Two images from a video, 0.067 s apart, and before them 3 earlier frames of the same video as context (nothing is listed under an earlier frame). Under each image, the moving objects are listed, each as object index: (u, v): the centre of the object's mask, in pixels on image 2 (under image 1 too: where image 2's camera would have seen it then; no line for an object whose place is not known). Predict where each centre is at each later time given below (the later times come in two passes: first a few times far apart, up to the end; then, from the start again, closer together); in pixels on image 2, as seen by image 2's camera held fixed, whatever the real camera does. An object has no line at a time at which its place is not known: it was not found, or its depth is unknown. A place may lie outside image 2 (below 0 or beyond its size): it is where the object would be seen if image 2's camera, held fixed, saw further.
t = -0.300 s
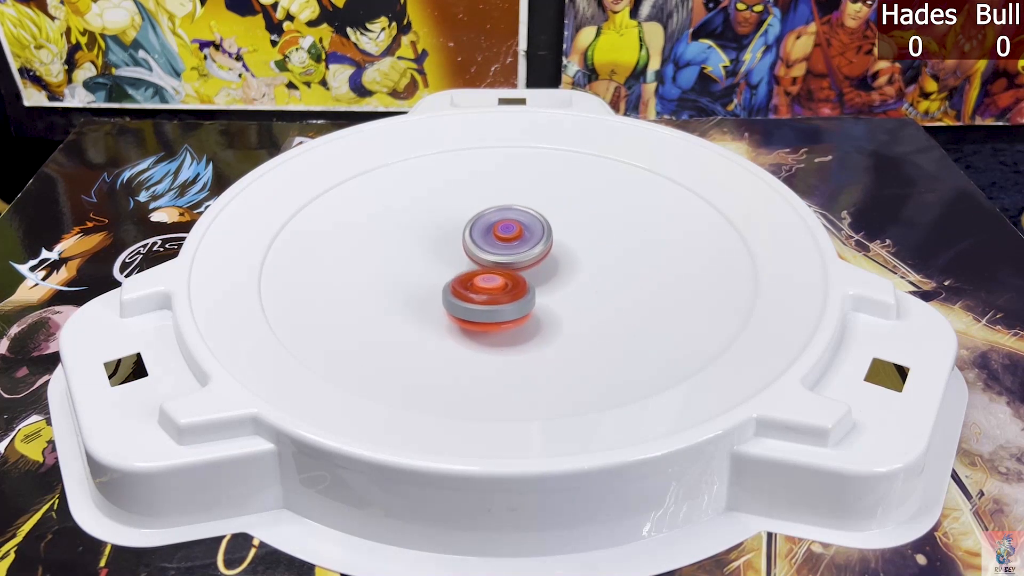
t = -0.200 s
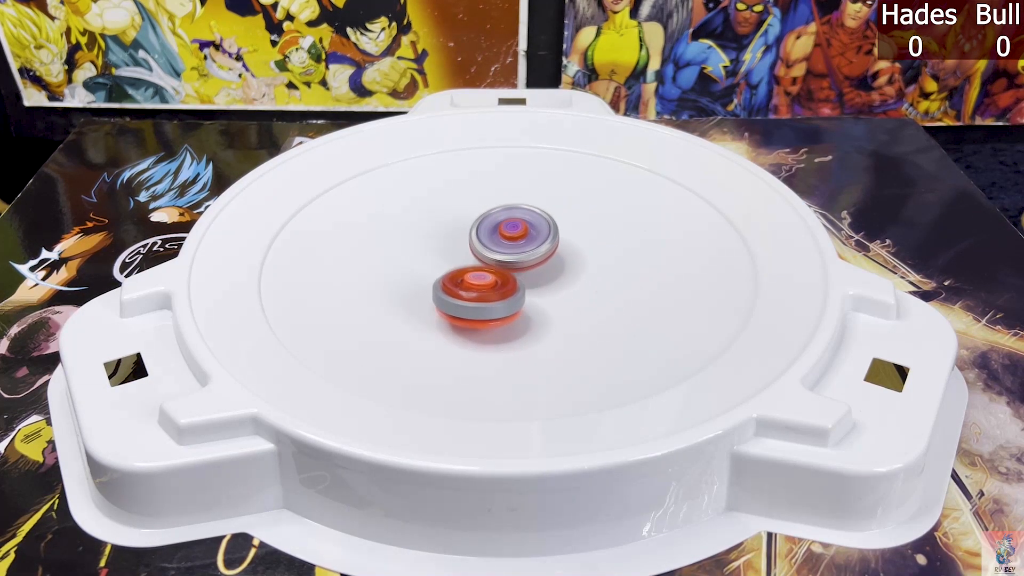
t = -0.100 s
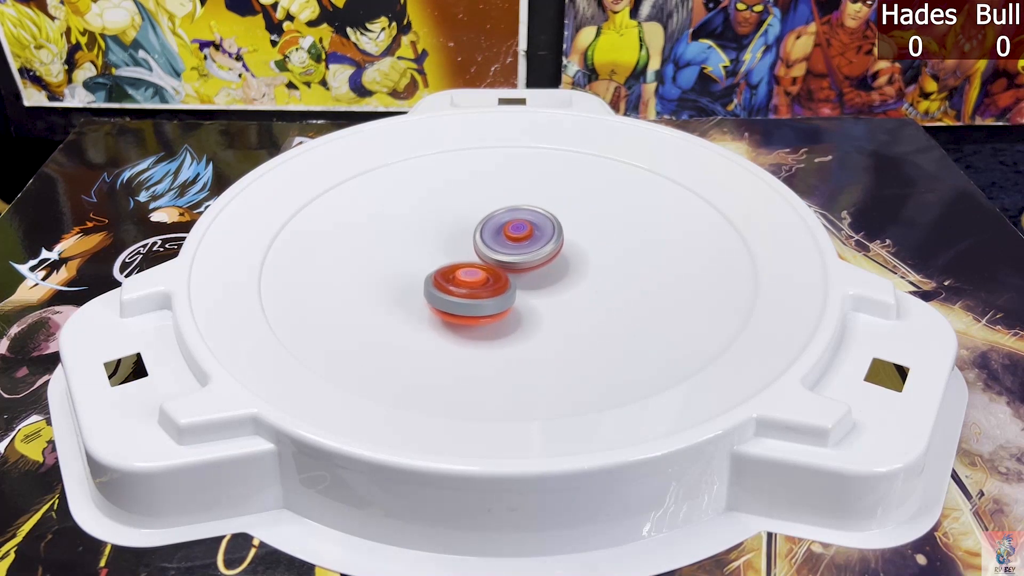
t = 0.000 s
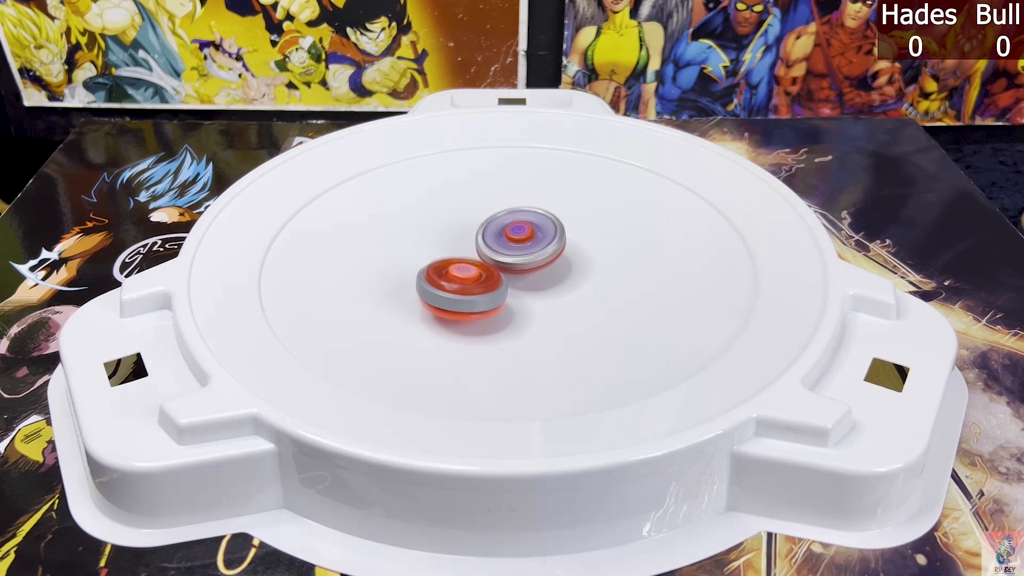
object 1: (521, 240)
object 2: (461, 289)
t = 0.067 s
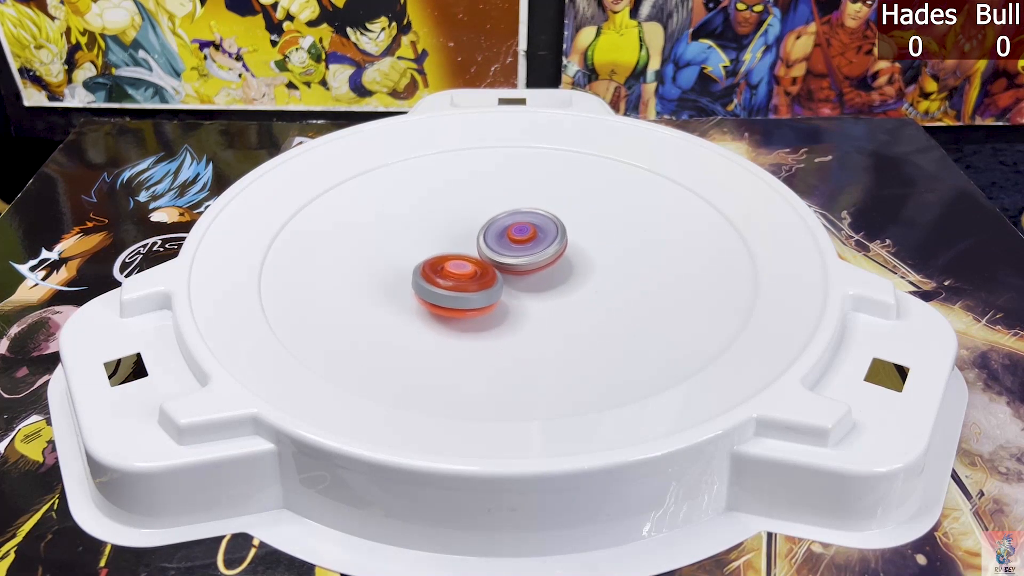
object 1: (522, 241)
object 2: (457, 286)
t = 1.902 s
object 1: (499, 277)
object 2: (544, 229)
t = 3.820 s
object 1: (506, 239)
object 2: (482, 296)
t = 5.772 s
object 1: (525, 278)
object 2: (516, 224)
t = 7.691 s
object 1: (499, 270)
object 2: (496, 210)
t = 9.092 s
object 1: (569, 275)
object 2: (405, 256)
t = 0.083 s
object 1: (523, 241)
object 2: (456, 285)
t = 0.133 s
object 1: (524, 242)
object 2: (453, 282)
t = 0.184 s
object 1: (526, 243)
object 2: (451, 279)
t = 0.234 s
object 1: (528, 245)
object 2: (448, 276)
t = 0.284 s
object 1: (529, 245)
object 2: (446, 273)
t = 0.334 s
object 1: (530, 247)
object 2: (445, 270)
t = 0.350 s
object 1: (531, 247)
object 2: (444, 269)
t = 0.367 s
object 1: (532, 247)
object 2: (443, 268)
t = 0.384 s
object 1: (532, 248)
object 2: (443, 267)
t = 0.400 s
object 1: (533, 248)
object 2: (443, 266)
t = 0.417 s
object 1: (533, 248)
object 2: (442, 265)
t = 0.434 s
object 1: (533, 249)
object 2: (442, 264)
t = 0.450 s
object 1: (534, 249)
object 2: (442, 263)
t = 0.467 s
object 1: (534, 249)
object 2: (442, 262)
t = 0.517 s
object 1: (534, 251)
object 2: (442, 259)
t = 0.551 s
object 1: (536, 251)
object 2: (441, 257)
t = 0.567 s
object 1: (537, 252)
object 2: (441, 256)
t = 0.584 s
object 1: (538, 252)
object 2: (440, 255)
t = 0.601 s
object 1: (539, 253)
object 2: (441, 254)
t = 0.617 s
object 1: (539, 253)
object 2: (441, 253)
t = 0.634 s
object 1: (539, 254)
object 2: (441, 252)
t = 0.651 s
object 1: (540, 254)
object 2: (441, 251)
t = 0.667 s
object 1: (540, 255)
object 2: (442, 250)
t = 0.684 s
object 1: (540, 255)
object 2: (442, 249)
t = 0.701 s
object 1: (540, 256)
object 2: (443, 249)
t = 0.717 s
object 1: (540, 256)
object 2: (443, 248)
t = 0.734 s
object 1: (539, 257)
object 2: (444, 247)
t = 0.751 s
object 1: (539, 257)
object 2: (444, 246)
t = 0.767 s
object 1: (539, 257)
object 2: (445, 245)
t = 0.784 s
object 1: (539, 258)
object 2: (446, 244)
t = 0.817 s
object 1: (538, 259)
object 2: (447, 243)
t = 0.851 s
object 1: (538, 259)
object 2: (449, 241)
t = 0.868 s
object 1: (537, 259)
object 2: (450, 241)
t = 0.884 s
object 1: (537, 259)
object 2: (451, 240)
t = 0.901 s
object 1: (536, 260)
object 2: (452, 239)
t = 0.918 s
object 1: (536, 260)
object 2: (453, 238)
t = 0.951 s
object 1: (535, 261)
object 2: (455, 238)
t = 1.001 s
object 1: (534, 262)
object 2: (458, 237)
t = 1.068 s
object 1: (532, 264)
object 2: (462, 234)
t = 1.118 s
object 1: (531, 265)
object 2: (465, 232)
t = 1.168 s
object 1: (530, 267)
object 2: (469, 230)
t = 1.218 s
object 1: (528, 269)
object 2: (473, 229)
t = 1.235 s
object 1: (528, 270)
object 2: (474, 228)
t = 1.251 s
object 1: (527, 270)
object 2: (476, 227)
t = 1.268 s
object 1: (527, 271)
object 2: (477, 227)
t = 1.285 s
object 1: (526, 271)
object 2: (479, 226)
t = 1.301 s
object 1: (525, 271)
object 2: (481, 226)
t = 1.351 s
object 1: (523, 272)
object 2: (485, 224)
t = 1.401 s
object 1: (522, 273)
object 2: (490, 224)
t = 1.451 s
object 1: (520, 274)
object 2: (495, 223)
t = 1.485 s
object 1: (519, 275)
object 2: (499, 222)
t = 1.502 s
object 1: (518, 275)
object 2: (500, 222)
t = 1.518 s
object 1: (518, 276)
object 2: (502, 222)
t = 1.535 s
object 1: (517, 276)
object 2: (504, 222)
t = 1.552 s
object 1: (517, 276)
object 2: (506, 222)
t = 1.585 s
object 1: (515, 276)
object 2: (509, 222)
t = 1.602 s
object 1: (514, 276)
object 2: (511, 222)
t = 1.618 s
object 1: (514, 277)
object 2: (513, 222)
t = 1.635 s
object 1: (513, 277)
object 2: (515, 222)
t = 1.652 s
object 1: (512, 277)
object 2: (517, 223)
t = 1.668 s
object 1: (511, 277)
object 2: (519, 223)
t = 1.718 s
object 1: (509, 277)
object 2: (524, 224)
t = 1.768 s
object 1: (506, 277)
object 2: (530, 225)
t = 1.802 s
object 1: (505, 277)
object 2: (534, 226)
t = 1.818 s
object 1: (504, 277)
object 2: (535, 226)
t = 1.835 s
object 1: (503, 277)
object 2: (537, 227)
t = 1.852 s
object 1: (502, 277)
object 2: (539, 227)
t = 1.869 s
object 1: (501, 277)
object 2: (540, 228)
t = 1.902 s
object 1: (499, 277)
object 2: (544, 229)
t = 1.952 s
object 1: (497, 276)
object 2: (548, 231)
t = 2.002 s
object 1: (495, 275)
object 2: (551, 233)
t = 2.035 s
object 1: (492, 275)
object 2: (554, 235)
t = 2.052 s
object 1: (491, 275)
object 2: (555, 235)
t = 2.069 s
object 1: (489, 275)
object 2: (557, 236)
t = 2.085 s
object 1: (488, 274)
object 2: (558, 237)
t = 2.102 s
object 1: (486, 274)
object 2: (558, 238)
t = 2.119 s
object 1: (485, 274)
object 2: (559, 239)
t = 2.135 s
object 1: (484, 274)
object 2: (560, 239)
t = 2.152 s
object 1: (484, 273)
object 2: (561, 240)
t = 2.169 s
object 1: (483, 273)
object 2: (562, 241)
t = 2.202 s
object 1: (482, 272)
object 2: (563, 242)
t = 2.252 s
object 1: (482, 270)
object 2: (566, 245)
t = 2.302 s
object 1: (482, 269)
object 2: (568, 247)
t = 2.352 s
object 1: (482, 268)
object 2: (569, 250)
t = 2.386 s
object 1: (483, 267)
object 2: (570, 252)
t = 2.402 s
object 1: (482, 267)
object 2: (570, 253)
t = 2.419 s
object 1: (481, 266)
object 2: (572, 254)
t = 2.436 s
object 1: (480, 266)
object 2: (572, 255)
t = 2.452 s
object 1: (479, 265)
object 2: (573, 256)
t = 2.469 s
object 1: (478, 265)
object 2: (573, 256)
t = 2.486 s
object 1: (477, 265)
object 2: (573, 257)
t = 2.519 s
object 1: (477, 264)
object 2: (573, 259)
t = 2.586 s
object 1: (476, 262)
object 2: (573, 263)
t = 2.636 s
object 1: (477, 261)
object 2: (572, 266)
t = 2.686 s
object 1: (477, 259)
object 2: (572, 269)
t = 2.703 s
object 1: (475, 259)
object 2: (573, 270)
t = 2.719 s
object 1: (474, 258)
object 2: (573, 271)
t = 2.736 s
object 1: (474, 257)
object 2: (573, 272)
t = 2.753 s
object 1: (473, 257)
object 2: (572, 273)
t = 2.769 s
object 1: (473, 256)
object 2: (572, 274)
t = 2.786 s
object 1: (473, 255)
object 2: (571, 275)
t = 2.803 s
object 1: (473, 255)
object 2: (570, 276)
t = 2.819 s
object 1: (473, 255)
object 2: (569, 277)
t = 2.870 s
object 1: (475, 254)
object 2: (567, 279)
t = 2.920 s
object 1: (477, 253)
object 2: (563, 282)
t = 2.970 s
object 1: (479, 252)
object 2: (560, 284)
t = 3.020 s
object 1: (480, 252)
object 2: (556, 287)
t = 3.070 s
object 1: (480, 250)
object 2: (555, 290)
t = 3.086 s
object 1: (480, 249)
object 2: (554, 291)
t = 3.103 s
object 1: (480, 249)
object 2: (553, 292)
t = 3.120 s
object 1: (480, 248)
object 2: (552, 292)
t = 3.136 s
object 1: (480, 248)
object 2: (550, 293)
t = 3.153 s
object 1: (481, 247)
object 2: (549, 294)
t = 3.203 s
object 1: (483, 247)
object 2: (544, 295)
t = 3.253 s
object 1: (484, 246)
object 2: (539, 296)
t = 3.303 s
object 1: (486, 246)
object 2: (534, 297)
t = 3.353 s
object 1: (488, 245)
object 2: (529, 298)
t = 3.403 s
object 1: (488, 242)
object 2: (526, 302)
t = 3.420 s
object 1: (489, 241)
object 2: (524, 302)
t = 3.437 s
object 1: (489, 241)
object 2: (522, 302)
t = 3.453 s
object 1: (490, 240)
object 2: (521, 303)
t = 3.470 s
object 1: (490, 240)
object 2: (519, 303)
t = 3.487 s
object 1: (491, 239)
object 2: (517, 303)
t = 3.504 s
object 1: (492, 239)
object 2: (516, 302)
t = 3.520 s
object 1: (492, 239)
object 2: (514, 302)
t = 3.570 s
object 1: (494, 239)
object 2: (509, 302)
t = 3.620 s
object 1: (497, 240)
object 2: (503, 301)
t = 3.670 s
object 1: (499, 240)
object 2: (498, 300)
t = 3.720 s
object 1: (501, 240)
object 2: (492, 299)
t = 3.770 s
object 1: (503, 239)
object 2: (486, 298)
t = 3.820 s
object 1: (506, 239)
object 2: (482, 296)
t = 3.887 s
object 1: (509, 239)
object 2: (476, 294)
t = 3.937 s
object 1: (512, 239)
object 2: (471, 293)
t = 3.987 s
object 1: (515, 239)
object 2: (466, 291)
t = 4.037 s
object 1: (517, 239)
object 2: (462, 288)
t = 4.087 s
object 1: (518, 240)
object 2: (458, 286)
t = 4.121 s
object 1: (520, 240)
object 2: (455, 285)
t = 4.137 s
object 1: (521, 240)
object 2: (453, 284)
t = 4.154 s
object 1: (522, 240)
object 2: (452, 284)
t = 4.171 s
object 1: (523, 240)
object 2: (452, 283)
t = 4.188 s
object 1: (524, 240)
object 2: (451, 282)
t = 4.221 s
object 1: (525, 241)
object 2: (450, 280)
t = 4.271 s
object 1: (525, 242)
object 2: (448, 277)
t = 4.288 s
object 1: (525, 242)
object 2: (448, 276)
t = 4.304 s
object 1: (526, 243)
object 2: (447, 275)
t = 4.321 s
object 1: (529, 242)
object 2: (443, 275)
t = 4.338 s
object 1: (532, 241)
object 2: (439, 275)
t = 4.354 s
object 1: (535, 241)
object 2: (437, 274)
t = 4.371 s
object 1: (537, 241)
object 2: (436, 273)
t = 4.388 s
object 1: (538, 241)
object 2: (436, 272)
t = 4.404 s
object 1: (539, 241)
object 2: (435, 271)
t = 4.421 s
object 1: (541, 242)
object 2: (435, 271)
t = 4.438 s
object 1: (541, 242)
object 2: (435, 270)
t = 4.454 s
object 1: (541, 242)
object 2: (435, 269)
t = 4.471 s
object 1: (542, 243)
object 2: (435, 268)
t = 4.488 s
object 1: (542, 243)
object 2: (435, 267)
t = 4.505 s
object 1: (541, 244)
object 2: (435, 266)
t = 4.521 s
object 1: (541, 245)
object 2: (435, 265)
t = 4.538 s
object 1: (540, 245)
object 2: (436, 265)
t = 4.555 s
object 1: (540, 245)
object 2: (436, 264)
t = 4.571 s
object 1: (539, 246)
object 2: (437, 263)
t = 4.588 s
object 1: (538, 246)
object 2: (437, 262)
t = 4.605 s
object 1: (537, 247)
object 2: (437, 261)
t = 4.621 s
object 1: (537, 247)
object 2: (438, 260)
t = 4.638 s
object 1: (536, 247)
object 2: (439, 259)
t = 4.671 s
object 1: (535, 248)
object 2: (440, 257)
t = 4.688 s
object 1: (534, 248)
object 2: (441, 257)
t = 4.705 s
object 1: (534, 249)
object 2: (442, 256)
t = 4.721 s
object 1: (534, 249)
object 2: (442, 255)
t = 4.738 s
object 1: (535, 249)
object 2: (443, 254)
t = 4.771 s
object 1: (536, 250)
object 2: (443, 252)
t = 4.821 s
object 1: (538, 251)
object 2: (446, 249)
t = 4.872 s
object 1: (539, 253)
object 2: (449, 247)
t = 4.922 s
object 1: (545, 255)
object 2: (448, 243)
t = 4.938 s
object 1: (546, 256)
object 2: (448, 243)
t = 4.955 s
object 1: (547, 257)
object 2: (449, 242)
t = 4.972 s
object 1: (548, 257)
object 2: (450, 241)
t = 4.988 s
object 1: (548, 258)
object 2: (451, 241)
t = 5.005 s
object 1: (548, 258)
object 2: (453, 241)
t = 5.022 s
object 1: (548, 259)
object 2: (454, 240)
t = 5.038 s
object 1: (547, 260)
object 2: (455, 240)
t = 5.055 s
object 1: (547, 260)
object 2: (456, 239)
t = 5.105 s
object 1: (544, 261)
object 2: (460, 238)
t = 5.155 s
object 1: (542, 262)
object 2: (464, 237)
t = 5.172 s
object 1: (541, 263)
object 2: (466, 238)
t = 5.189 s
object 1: (540, 263)
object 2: (467, 237)
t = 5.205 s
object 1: (540, 264)
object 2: (468, 237)
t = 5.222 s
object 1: (540, 264)
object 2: (469, 236)
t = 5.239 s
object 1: (540, 265)
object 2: (470, 235)
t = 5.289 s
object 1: (539, 266)
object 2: (474, 234)
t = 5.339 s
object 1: (538, 268)
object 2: (478, 232)
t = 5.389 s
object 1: (537, 270)
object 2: (482, 230)
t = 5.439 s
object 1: (536, 271)
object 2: (487, 228)
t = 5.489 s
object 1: (534, 273)
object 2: (492, 227)
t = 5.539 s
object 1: (534, 276)
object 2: (496, 225)
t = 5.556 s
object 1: (534, 277)
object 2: (497, 225)
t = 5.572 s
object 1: (533, 278)
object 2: (499, 224)
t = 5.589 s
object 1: (533, 278)
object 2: (500, 224)
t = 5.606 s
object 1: (532, 279)
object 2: (502, 224)
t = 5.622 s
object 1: (531, 279)
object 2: (503, 224)
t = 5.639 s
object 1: (530, 279)
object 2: (505, 224)
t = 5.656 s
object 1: (530, 279)
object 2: (506, 224)
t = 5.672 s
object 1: (529, 279)
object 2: (507, 224)
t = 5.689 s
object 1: (528, 279)
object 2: (509, 224)
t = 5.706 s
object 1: (527, 279)
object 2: (510, 224)
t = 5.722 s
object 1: (527, 279)
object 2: (512, 224)
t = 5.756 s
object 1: (526, 278)
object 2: (514, 224)
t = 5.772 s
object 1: (525, 278)
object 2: (516, 224)
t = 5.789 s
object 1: (525, 278)
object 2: (517, 225)
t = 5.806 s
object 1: (524, 278)
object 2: (519, 225)
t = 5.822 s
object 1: (523, 284)
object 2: (521, 222)
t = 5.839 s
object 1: (522, 288)
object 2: (523, 218)
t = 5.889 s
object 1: (516, 300)
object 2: (528, 205)
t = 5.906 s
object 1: (514, 302)
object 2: (529, 203)
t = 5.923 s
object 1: (513, 303)
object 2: (530, 203)
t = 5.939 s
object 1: (511, 305)
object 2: (530, 202)
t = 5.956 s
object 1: (509, 305)
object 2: (531, 202)
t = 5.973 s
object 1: (508, 306)
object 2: (531, 203)
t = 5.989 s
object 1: (507, 305)
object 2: (531, 203)
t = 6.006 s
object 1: (506, 305)
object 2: (531, 204)
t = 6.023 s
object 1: (505, 304)
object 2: (531, 205)
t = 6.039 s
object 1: (505, 304)
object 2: (531, 205)
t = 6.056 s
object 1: (505, 303)
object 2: (531, 206)
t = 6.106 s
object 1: (504, 299)
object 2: (531, 209)
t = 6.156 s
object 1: (504, 296)
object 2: (532, 213)
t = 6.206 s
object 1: (504, 293)
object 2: (532, 217)
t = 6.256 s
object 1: (504, 289)
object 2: (532, 221)
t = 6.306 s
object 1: (504, 286)
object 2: (532, 225)
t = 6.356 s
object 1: (503, 283)
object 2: (533, 228)
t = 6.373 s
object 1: (504, 282)
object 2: (534, 229)
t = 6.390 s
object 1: (504, 281)
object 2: (534, 229)
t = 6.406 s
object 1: (503, 280)
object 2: (535, 230)
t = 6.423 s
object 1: (502, 282)
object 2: (536, 230)
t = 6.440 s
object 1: (497, 286)
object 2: (539, 227)
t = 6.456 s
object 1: (493, 289)
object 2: (543, 224)
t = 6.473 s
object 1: (489, 291)
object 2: (546, 221)
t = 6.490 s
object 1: (486, 293)
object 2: (548, 218)
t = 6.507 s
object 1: (483, 294)
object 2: (550, 216)
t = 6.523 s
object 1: (481, 294)
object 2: (551, 216)
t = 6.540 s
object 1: (479, 294)
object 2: (551, 216)
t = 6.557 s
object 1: (477, 294)
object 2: (550, 217)
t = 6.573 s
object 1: (476, 294)
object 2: (549, 218)
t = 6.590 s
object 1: (475, 294)
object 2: (548, 219)
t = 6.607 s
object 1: (474, 293)
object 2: (547, 220)
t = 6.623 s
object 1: (474, 292)
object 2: (546, 221)
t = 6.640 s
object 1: (474, 291)
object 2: (545, 222)
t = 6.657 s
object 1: (474, 290)
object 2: (544, 223)
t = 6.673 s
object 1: (474, 289)
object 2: (543, 224)
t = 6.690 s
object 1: (474, 288)
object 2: (542, 225)
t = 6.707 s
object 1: (475, 287)
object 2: (540, 226)
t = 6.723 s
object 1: (476, 286)
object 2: (539, 227)
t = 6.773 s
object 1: (478, 282)
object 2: (536, 231)
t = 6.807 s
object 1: (480, 280)
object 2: (534, 232)
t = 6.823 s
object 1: (481, 279)
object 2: (534, 233)
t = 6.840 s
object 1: (482, 278)
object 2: (533, 234)
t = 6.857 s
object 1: (482, 277)
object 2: (533, 234)
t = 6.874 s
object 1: (471, 283)
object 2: (541, 229)
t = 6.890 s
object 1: (459, 290)
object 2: (554, 218)
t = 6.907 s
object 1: (447, 296)
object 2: (565, 208)
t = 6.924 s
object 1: (436, 301)
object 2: (575, 199)
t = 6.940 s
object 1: (426, 305)
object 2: (584, 192)
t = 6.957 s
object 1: (418, 309)
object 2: (591, 184)
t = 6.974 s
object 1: (410, 312)
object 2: (597, 178)
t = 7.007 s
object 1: (400, 316)
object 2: (605, 169)
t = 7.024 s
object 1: (398, 316)
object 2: (606, 167)
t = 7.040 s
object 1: (397, 317)
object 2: (606, 165)
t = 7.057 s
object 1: (397, 317)
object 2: (605, 165)
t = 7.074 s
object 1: (398, 316)
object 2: (603, 165)
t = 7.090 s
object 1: (400, 316)
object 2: (600, 165)
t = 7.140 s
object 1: (410, 313)
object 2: (589, 167)
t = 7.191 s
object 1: (422, 309)
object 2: (579, 170)
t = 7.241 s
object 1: (435, 305)
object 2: (567, 175)
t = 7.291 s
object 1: (448, 299)
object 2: (556, 180)
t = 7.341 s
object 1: (460, 293)
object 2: (545, 187)
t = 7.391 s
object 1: (469, 287)
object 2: (535, 193)
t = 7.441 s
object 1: (476, 281)
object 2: (526, 199)
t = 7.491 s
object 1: (483, 276)
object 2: (518, 204)
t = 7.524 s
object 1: (487, 273)
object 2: (514, 208)
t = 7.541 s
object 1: (489, 271)
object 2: (511, 209)
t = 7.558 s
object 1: (490, 270)
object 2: (510, 210)
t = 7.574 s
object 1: (492, 269)
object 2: (508, 210)
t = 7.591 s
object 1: (494, 267)
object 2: (506, 211)
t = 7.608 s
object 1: (495, 266)
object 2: (504, 211)
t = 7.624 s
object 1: (497, 265)
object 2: (502, 212)
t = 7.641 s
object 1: (498, 265)
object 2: (501, 211)
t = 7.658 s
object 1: (498, 267)
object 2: (499, 210)
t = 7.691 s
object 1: (499, 270)
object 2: (496, 210)
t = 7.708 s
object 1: (499, 270)
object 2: (494, 210)
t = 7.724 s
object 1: (500, 271)
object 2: (492, 211)
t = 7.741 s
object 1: (500, 271)
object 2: (490, 211)
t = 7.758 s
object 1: (501, 271)
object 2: (488, 212)
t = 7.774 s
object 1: (502, 270)
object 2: (486, 213)
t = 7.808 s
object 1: (503, 270)
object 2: (481, 214)
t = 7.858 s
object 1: (506, 269)
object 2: (474, 217)
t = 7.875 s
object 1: (506, 268)
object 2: (472, 219)
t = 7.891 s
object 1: (507, 268)
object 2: (470, 220)
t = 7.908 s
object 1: (508, 267)
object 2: (468, 221)
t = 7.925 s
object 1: (510, 268)
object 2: (465, 222)
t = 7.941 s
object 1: (514, 272)
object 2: (462, 221)
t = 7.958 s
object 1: (519, 276)
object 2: (458, 215)
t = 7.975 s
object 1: (522, 279)
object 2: (454, 211)
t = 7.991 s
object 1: (525, 281)
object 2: (451, 209)
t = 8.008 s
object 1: (528, 283)
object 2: (449, 208)
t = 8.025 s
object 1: (531, 284)
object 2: (446, 208)
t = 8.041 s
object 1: (533, 285)
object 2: (444, 208)
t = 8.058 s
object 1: (535, 286)
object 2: (442, 209)
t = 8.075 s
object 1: (536, 286)
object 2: (439, 210)
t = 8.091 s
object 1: (538, 286)
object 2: (437, 211)
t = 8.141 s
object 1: (541, 285)
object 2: (431, 213)
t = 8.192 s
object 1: (544, 284)
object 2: (426, 216)
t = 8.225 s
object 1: (545, 283)
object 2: (422, 218)
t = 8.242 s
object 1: (546, 282)
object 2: (421, 219)
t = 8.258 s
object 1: (547, 282)
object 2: (420, 220)
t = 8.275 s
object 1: (547, 281)
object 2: (419, 221)
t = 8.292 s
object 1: (548, 280)
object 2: (417, 222)
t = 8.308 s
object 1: (548, 280)
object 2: (416, 223)
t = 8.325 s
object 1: (549, 280)
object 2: (415, 224)
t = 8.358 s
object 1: (549, 279)
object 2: (413, 226)
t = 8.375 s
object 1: (549, 278)
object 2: (413, 227)
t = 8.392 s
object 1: (550, 278)
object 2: (412, 228)
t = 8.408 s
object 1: (550, 277)
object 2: (412, 229)
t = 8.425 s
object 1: (550, 277)
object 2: (411, 230)
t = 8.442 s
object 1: (550, 277)
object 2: (411, 231)
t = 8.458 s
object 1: (550, 276)
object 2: (411, 233)
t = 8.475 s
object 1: (550, 276)
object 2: (411, 233)
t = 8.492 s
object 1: (550, 276)
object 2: (411, 234)
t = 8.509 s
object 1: (550, 275)
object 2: (410, 236)
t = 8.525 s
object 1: (550, 275)
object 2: (411, 237)
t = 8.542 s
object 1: (549, 275)
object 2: (411, 238)
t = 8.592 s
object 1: (548, 274)
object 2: (412, 241)
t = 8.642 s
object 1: (547, 273)
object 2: (414, 244)
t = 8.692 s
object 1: (545, 273)
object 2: (416, 248)
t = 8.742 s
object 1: (543, 273)
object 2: (419, 251)
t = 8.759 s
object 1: (542, 272)
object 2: (420, 252)
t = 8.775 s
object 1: (542, 273)
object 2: (421, 253)
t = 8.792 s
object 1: (541, 272)
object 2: (423, 254)
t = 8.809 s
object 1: (540, 272)
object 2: (424, 255)
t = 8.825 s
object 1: (539, 272)
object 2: (425, 256)
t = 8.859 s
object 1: (537, 272)
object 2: (428, 258)
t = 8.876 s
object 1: (536, 272)
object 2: (430, 259)
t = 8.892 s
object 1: (535, 272)
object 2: (431, 260)
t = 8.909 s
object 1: (534, 272)
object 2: (433, 261)
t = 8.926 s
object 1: (533, 272)
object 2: (435, 262)
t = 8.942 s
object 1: (532, 272)
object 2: (436, 263)
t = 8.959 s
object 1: (531, 272)
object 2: (438, 263)
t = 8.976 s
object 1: (530, 272)
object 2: (439, 264)
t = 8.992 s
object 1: (531, 272)
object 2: (439, 264)
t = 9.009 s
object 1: (532, 272)
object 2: (440, 265)
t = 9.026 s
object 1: (537, 273)
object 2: (437, 265)
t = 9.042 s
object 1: (546, 273)
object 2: (426, 262)
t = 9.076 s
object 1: (563, 275)
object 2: (410, 258)
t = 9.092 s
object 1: (569, 275)
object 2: (405, 256)
